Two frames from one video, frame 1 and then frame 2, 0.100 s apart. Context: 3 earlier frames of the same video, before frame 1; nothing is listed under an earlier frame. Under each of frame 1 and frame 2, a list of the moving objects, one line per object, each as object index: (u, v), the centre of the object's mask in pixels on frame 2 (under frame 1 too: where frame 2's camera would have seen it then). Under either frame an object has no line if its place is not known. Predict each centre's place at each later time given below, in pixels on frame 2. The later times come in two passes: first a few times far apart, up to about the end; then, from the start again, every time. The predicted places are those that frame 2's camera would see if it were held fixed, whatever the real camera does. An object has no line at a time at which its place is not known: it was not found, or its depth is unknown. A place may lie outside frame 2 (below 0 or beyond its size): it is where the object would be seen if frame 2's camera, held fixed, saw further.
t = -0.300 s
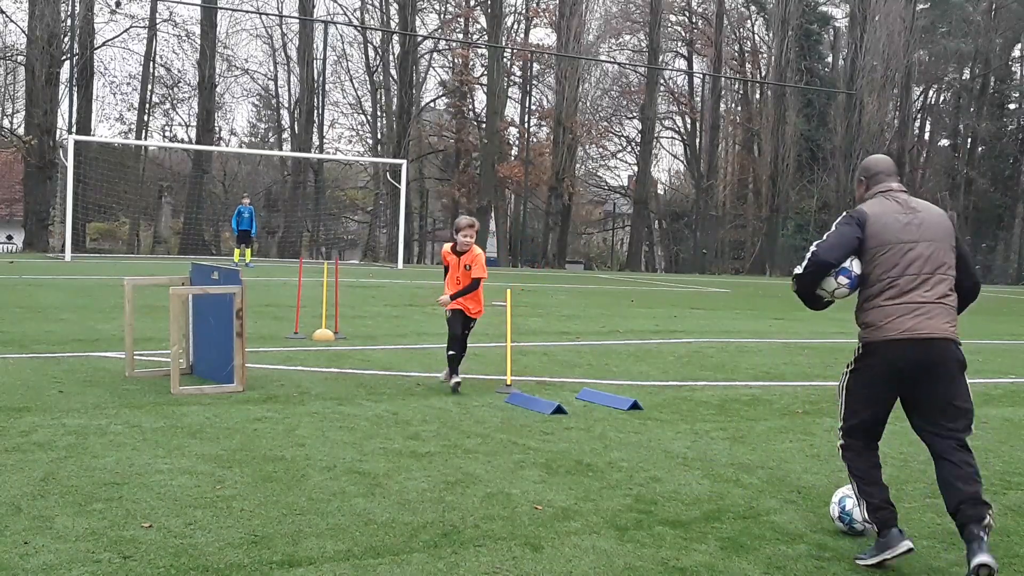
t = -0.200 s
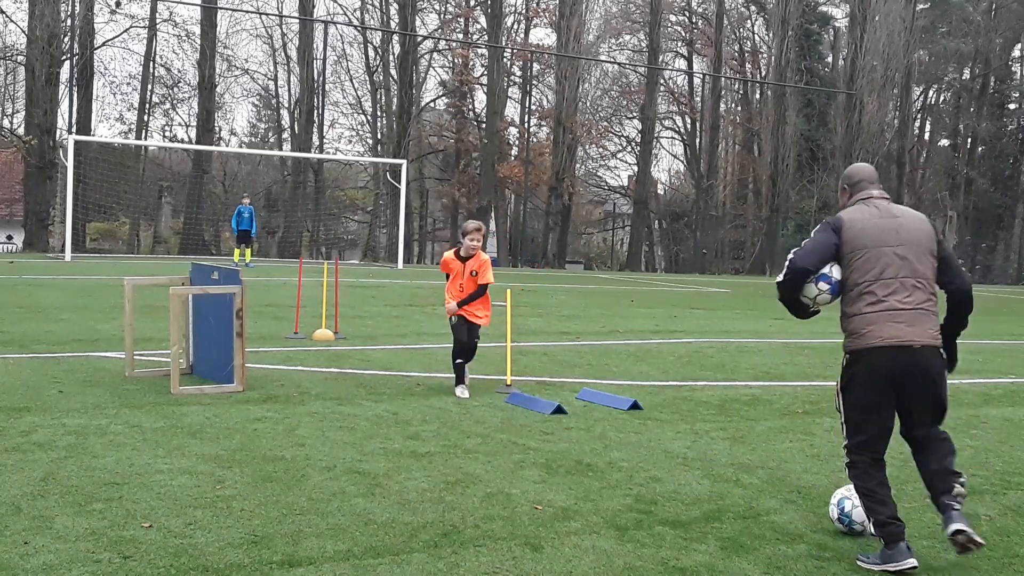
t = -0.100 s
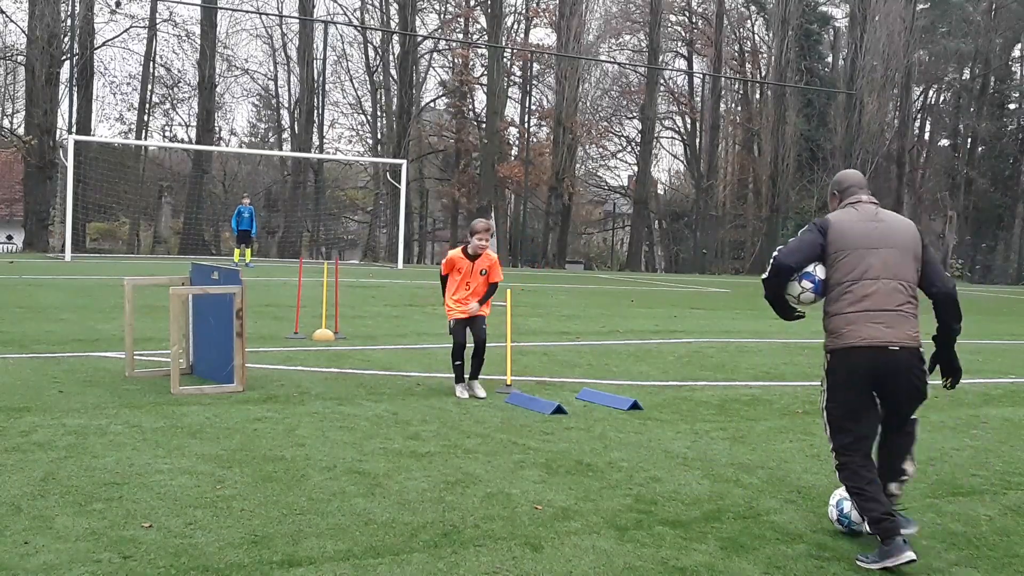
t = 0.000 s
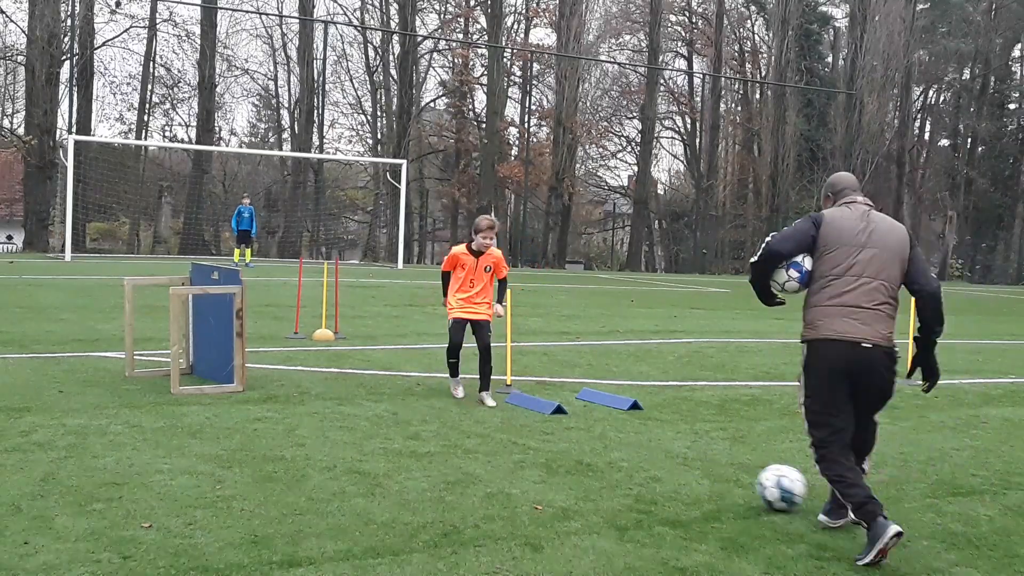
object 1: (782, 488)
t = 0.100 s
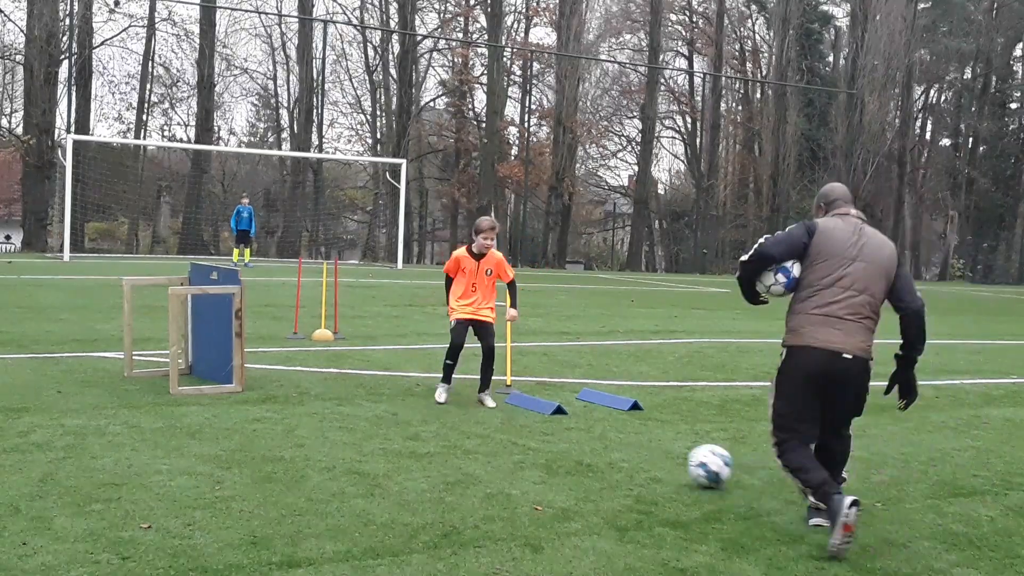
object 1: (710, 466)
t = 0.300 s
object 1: (603, 435)
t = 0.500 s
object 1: (529, 413)
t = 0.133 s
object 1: (689, 461)
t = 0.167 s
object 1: (670, 455)
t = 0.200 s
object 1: (652, 448)
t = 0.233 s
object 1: (635, 443)
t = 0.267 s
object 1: (618, 439)
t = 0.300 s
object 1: (603, 435)
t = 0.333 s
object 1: (589, 430)
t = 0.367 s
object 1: (576, 427)
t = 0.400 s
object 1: (563, 423)
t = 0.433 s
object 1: (552, 419)
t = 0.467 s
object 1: (540, 417)
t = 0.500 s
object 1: (529, 413)
